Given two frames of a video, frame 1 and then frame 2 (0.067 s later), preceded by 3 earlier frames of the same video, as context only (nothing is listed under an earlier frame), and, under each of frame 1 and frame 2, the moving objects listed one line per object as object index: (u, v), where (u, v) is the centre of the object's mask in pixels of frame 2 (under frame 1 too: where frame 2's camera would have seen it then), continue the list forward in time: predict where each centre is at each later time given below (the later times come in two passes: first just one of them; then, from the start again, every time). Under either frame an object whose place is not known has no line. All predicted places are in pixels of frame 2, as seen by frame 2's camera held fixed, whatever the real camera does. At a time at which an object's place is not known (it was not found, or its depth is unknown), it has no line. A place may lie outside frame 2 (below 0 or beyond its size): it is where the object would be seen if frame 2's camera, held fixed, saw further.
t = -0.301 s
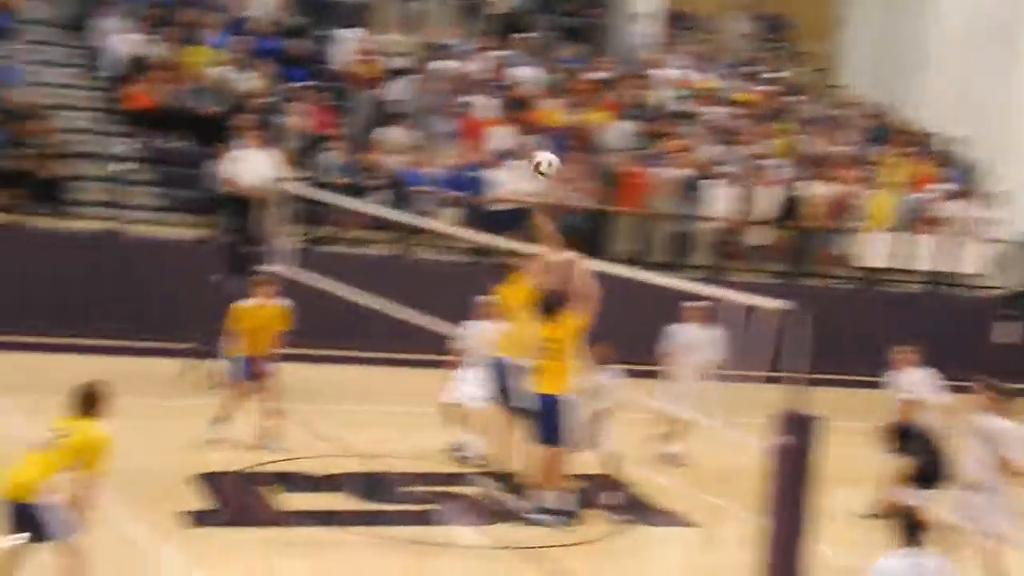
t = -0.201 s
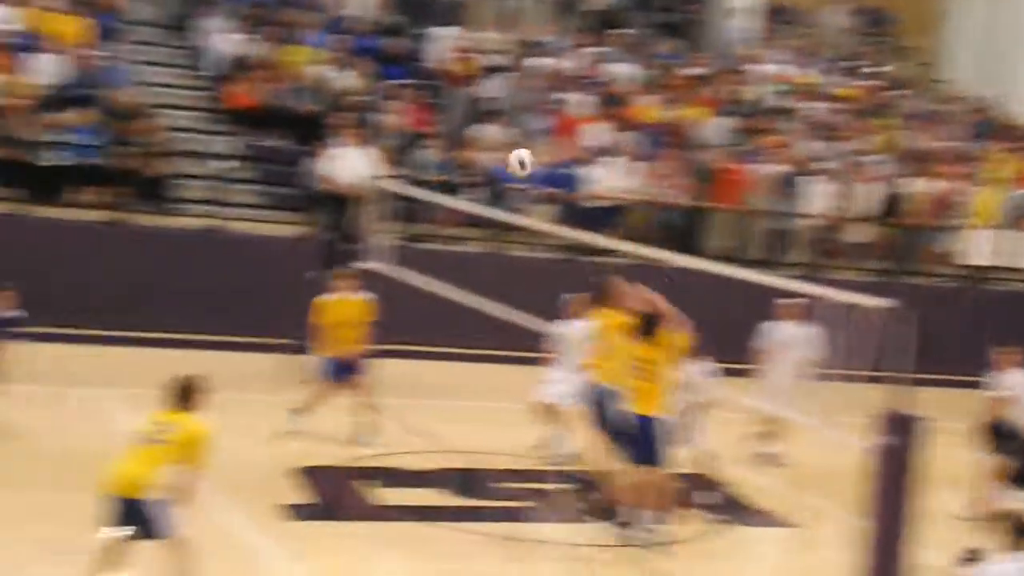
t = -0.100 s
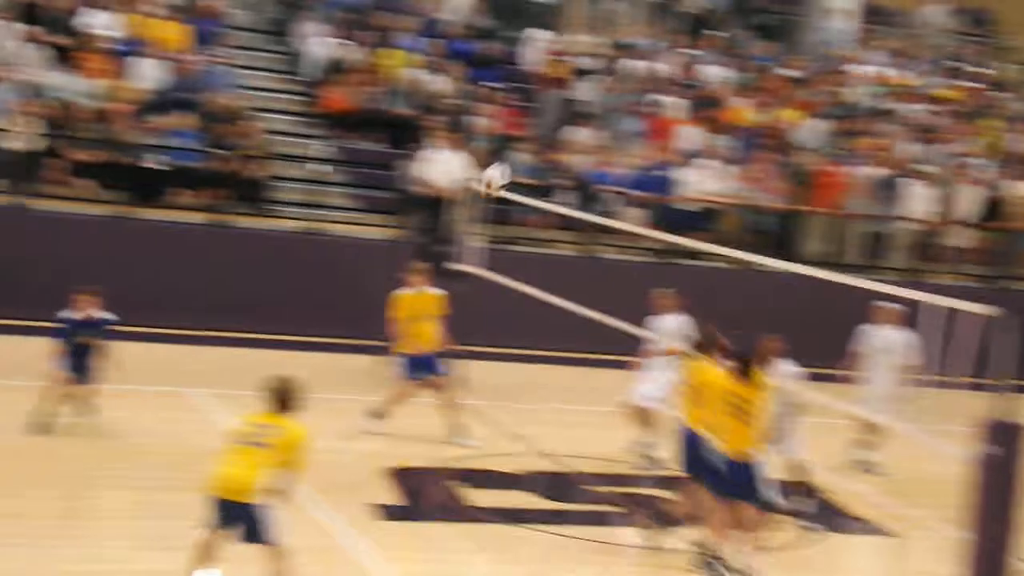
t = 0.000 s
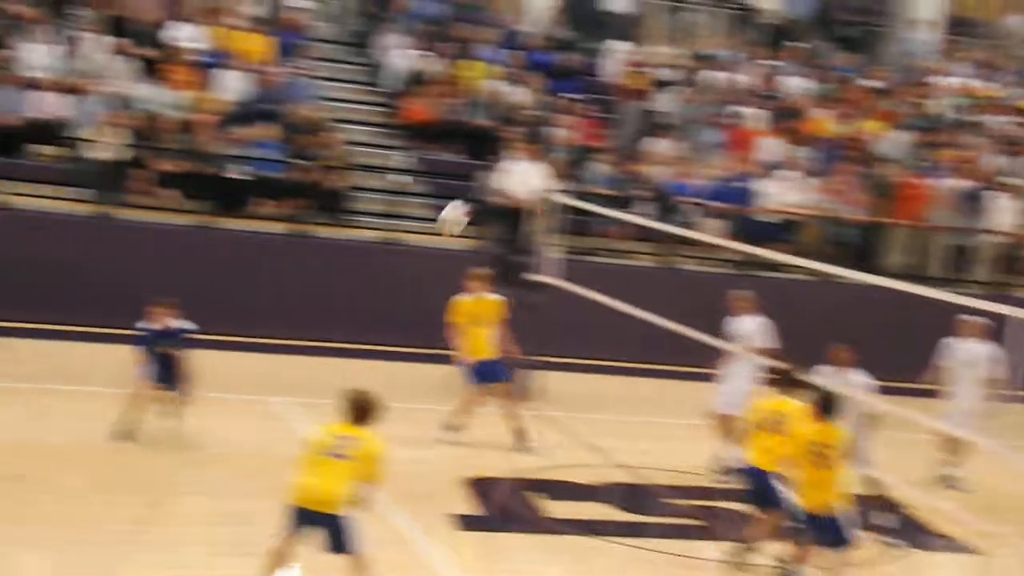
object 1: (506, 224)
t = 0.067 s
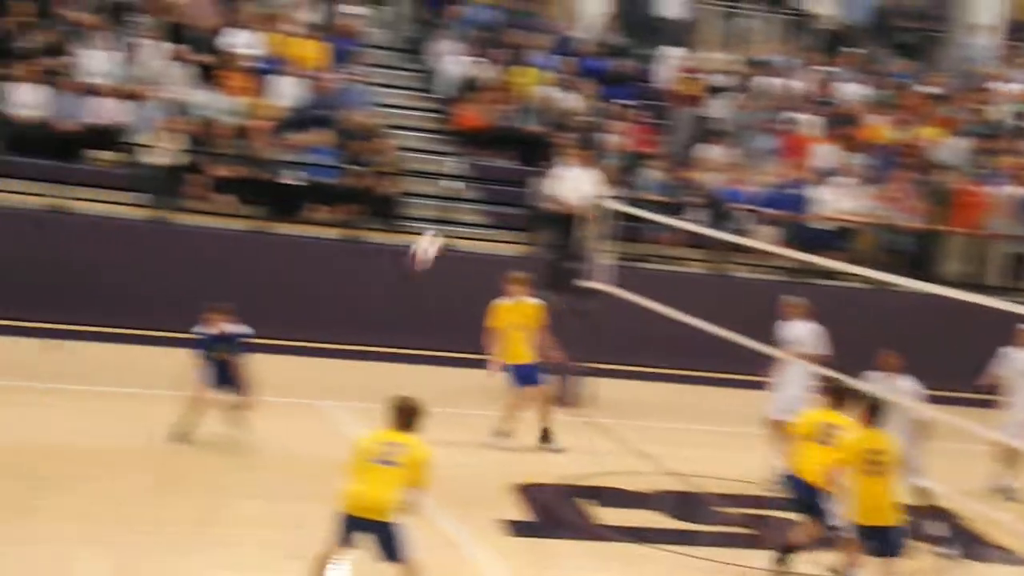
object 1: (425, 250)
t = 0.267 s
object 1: (190, 358)
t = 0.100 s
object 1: (386, 265)
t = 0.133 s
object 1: (346, 281)
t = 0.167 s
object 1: (307, 299)
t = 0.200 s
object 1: (270, 318)
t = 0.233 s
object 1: (228, 341)
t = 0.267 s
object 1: (190, 358)
